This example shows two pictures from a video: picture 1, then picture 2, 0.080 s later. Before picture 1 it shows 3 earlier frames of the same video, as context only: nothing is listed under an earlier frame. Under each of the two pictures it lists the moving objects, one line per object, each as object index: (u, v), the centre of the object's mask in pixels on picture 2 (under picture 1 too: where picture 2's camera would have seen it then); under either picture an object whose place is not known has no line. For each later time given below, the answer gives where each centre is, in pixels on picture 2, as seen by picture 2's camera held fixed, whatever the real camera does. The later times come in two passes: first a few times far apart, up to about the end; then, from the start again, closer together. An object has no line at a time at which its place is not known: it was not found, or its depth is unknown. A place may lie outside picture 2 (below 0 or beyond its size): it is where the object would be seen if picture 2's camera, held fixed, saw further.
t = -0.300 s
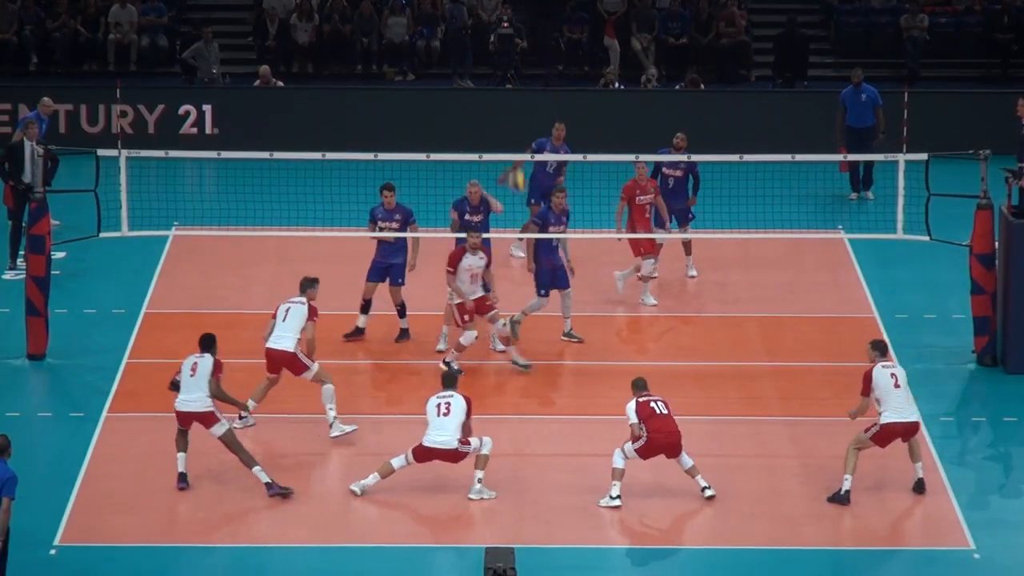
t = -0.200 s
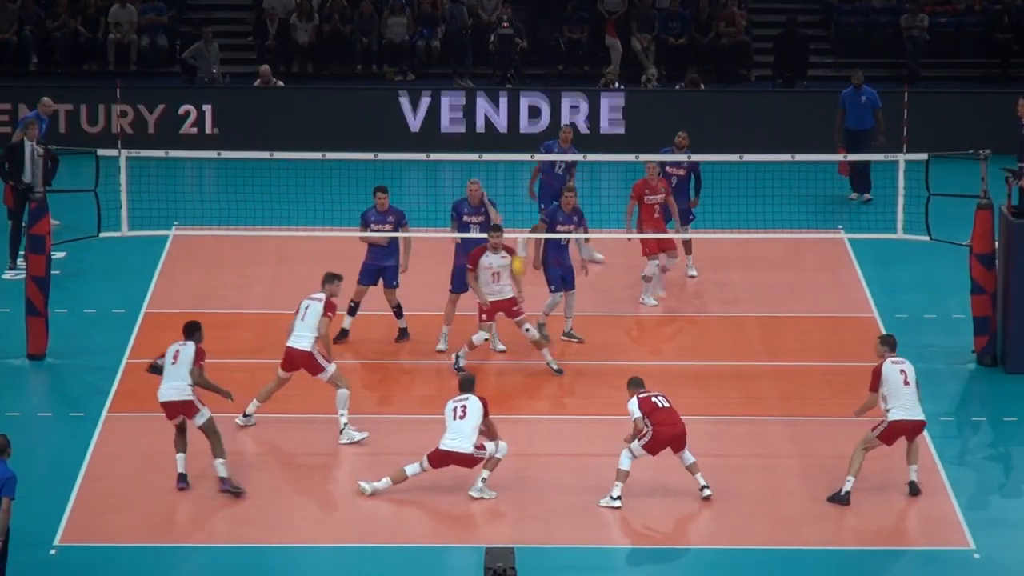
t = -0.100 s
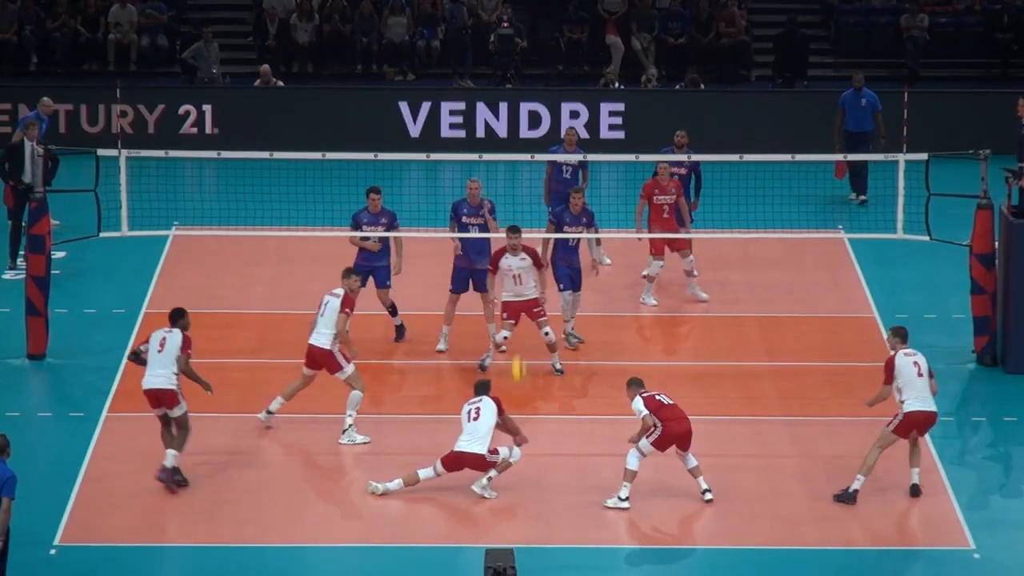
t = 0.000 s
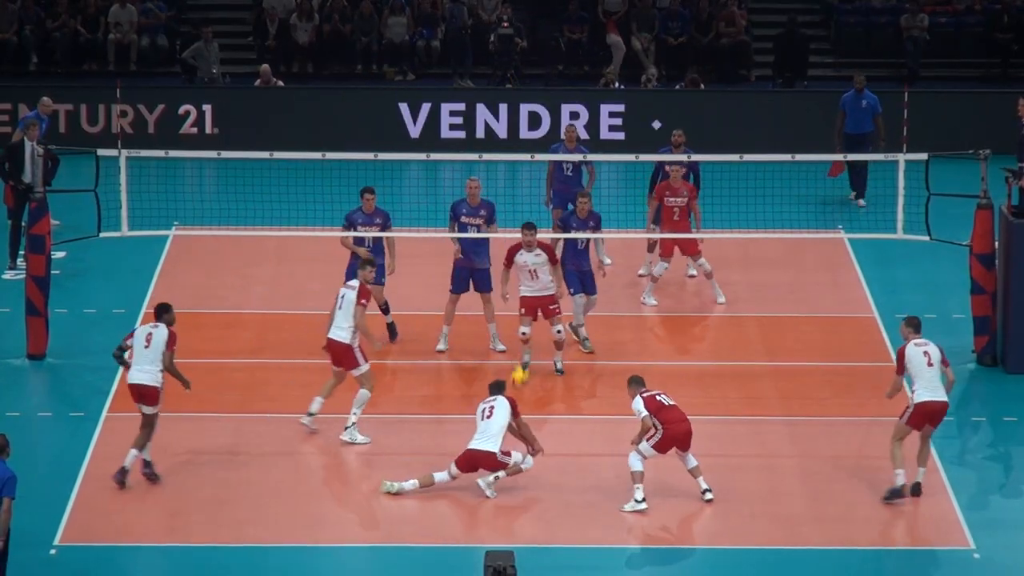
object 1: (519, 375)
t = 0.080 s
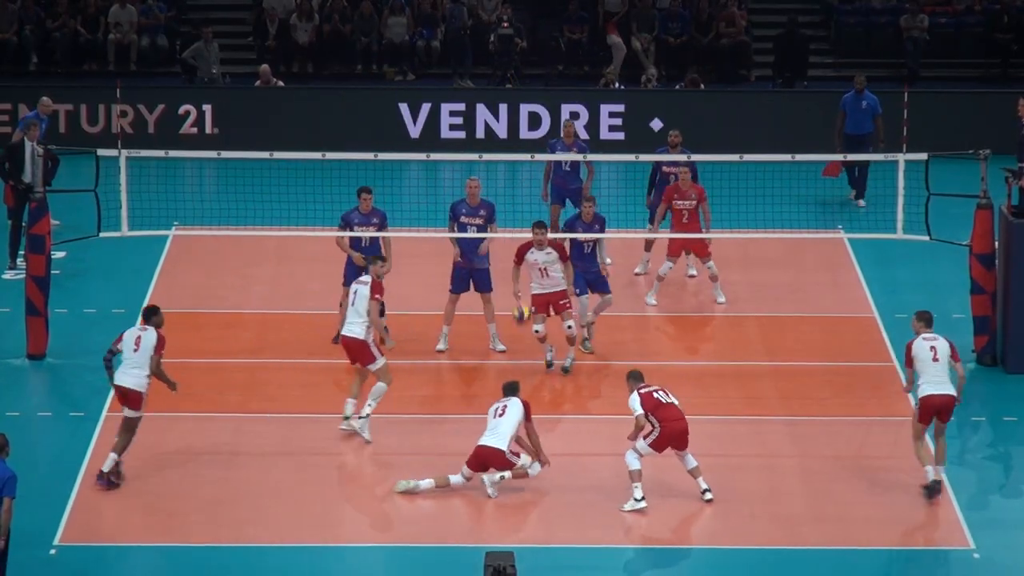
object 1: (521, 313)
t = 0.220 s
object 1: (525, 221)
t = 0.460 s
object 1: (530, 104)
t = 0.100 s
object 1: (523, 299)
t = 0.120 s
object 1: (523, 284)
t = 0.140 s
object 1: (523, 272)
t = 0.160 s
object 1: (524, 259)
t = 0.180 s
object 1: (526, 245)
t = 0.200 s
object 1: (525, 232)
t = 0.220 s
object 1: (525, 221)
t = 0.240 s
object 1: (526, 209)
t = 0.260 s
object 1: (527, 198)
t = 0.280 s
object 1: (527, 187)
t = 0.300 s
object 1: (527, 178)
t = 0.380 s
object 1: (529, 138)
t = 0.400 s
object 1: (530, 129)
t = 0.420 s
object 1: (531, 120)
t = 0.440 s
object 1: (531, 114)
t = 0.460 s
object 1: (530, 104)
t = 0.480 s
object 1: (531, 97)
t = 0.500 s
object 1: (531, 91)
